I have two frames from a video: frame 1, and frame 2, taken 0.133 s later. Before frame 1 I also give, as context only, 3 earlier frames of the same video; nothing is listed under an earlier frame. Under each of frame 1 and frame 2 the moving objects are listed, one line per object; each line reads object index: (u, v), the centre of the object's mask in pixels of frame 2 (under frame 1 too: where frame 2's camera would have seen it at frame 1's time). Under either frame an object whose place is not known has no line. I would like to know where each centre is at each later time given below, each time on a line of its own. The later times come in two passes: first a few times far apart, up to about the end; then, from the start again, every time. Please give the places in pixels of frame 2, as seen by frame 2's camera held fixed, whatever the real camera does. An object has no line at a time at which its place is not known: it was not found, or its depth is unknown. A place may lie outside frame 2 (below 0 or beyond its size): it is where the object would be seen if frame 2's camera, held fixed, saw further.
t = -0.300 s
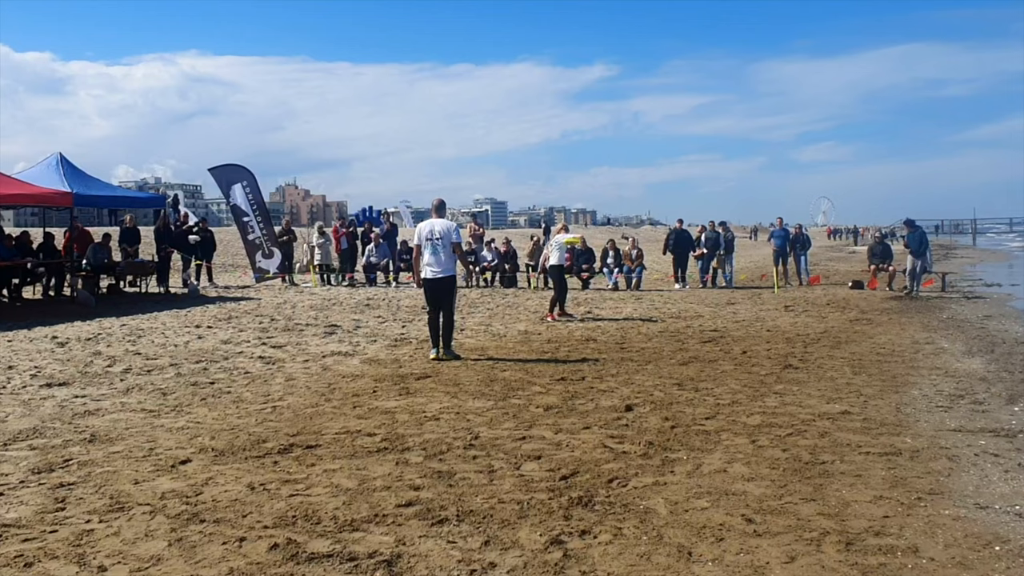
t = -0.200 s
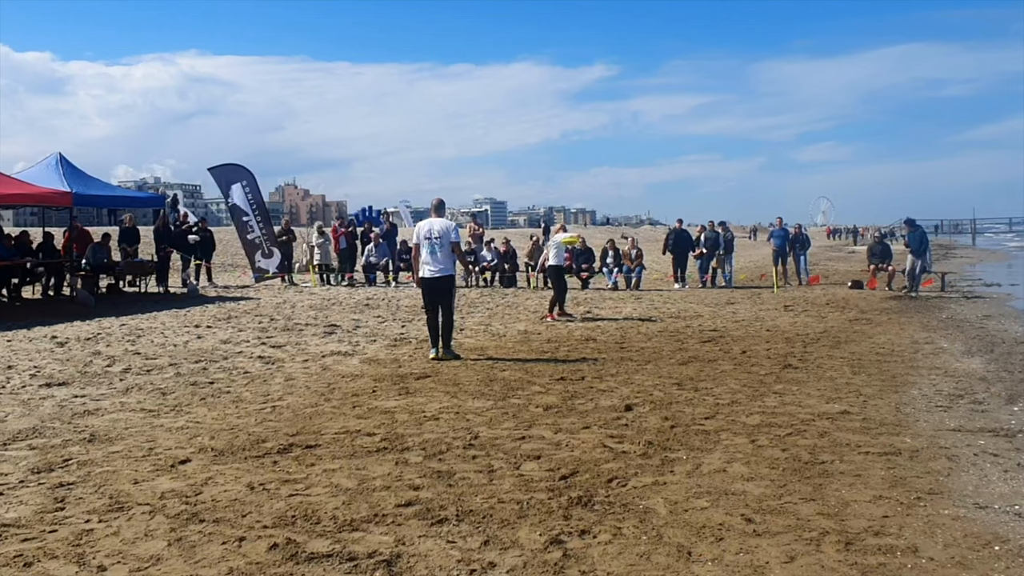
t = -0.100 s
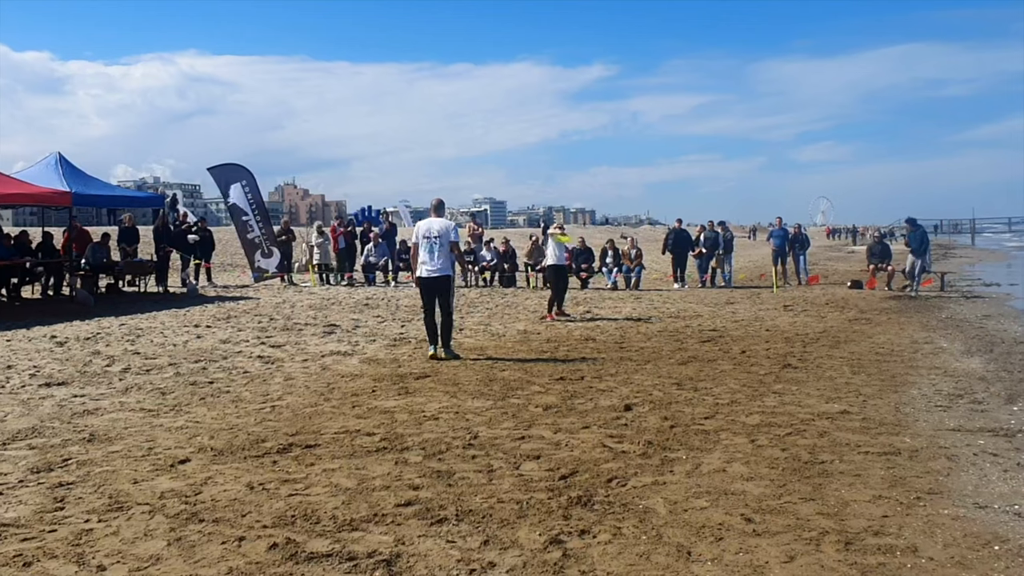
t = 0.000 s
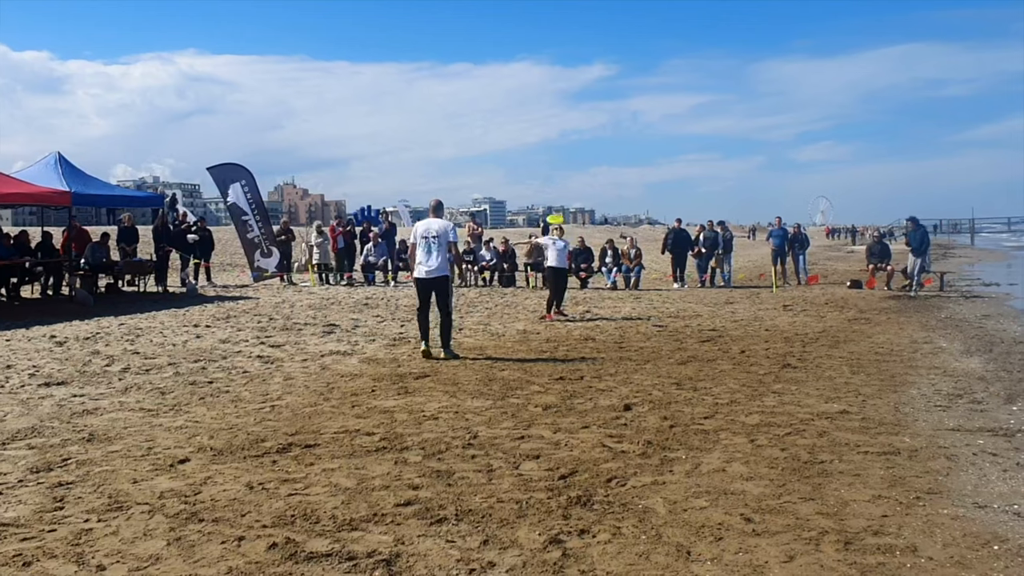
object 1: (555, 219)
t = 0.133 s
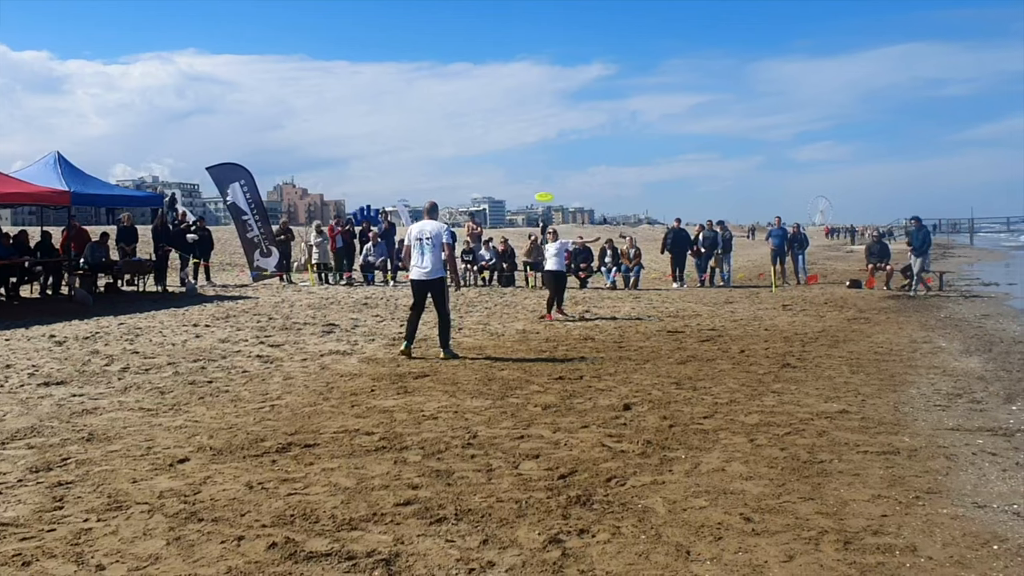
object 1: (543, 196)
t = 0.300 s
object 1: (528, 174)
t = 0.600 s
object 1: (498, 149)
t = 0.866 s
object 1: (469, 143)
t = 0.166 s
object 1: (540, 192)
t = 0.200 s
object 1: (538, 187)
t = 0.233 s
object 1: (534, 183)
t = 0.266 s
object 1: (531, 179)
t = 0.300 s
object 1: (528, 174)
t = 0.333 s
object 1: (525, 171)
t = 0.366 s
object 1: (522, 168)
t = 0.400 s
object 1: (519, 164)
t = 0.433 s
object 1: (516, 162)
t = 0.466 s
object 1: (512, 159)
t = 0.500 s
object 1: (509, 156)
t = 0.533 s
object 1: (505, 153)
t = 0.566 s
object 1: (502, 151)
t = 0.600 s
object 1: (498, 149)
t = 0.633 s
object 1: (495, 147)
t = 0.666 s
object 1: (491, 146)
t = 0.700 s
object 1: (487, 145)
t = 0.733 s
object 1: (484, 144)
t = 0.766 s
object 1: (480, 143)
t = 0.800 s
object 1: (476, 143)
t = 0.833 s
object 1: (473, 143)
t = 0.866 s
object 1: (469, 143)
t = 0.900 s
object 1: (466, 143)
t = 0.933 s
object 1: (462, 144)
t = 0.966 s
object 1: (459, 145)
